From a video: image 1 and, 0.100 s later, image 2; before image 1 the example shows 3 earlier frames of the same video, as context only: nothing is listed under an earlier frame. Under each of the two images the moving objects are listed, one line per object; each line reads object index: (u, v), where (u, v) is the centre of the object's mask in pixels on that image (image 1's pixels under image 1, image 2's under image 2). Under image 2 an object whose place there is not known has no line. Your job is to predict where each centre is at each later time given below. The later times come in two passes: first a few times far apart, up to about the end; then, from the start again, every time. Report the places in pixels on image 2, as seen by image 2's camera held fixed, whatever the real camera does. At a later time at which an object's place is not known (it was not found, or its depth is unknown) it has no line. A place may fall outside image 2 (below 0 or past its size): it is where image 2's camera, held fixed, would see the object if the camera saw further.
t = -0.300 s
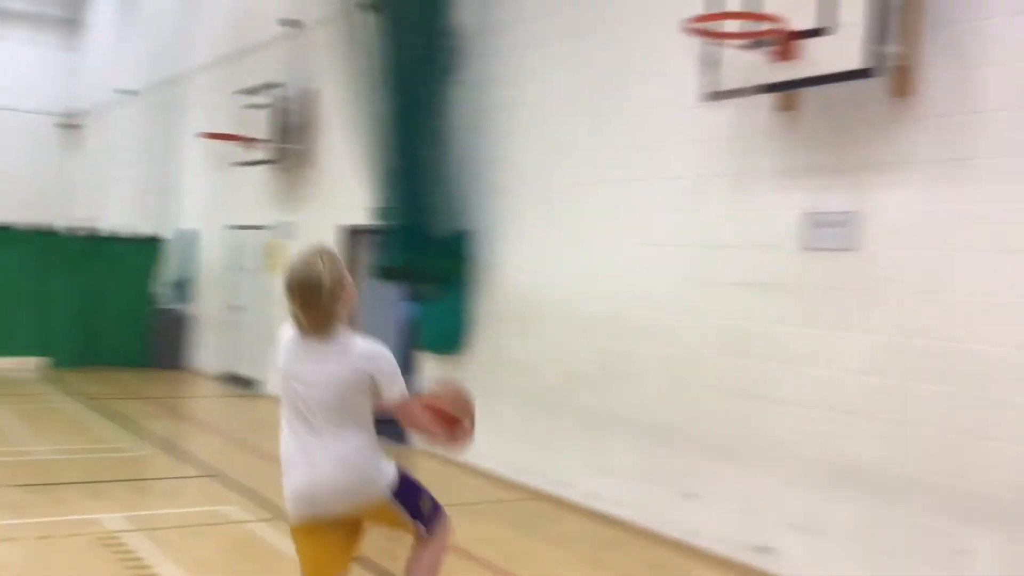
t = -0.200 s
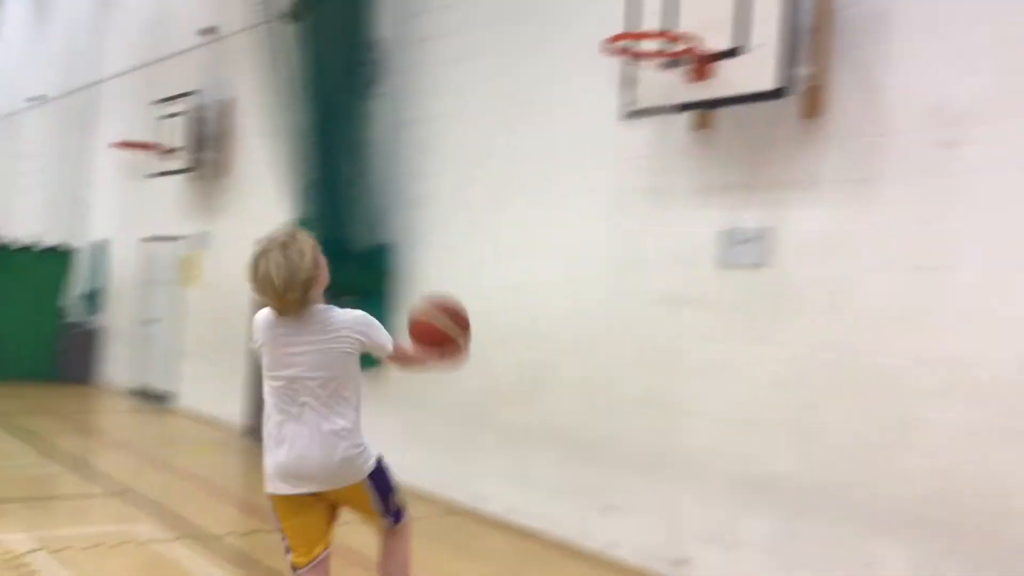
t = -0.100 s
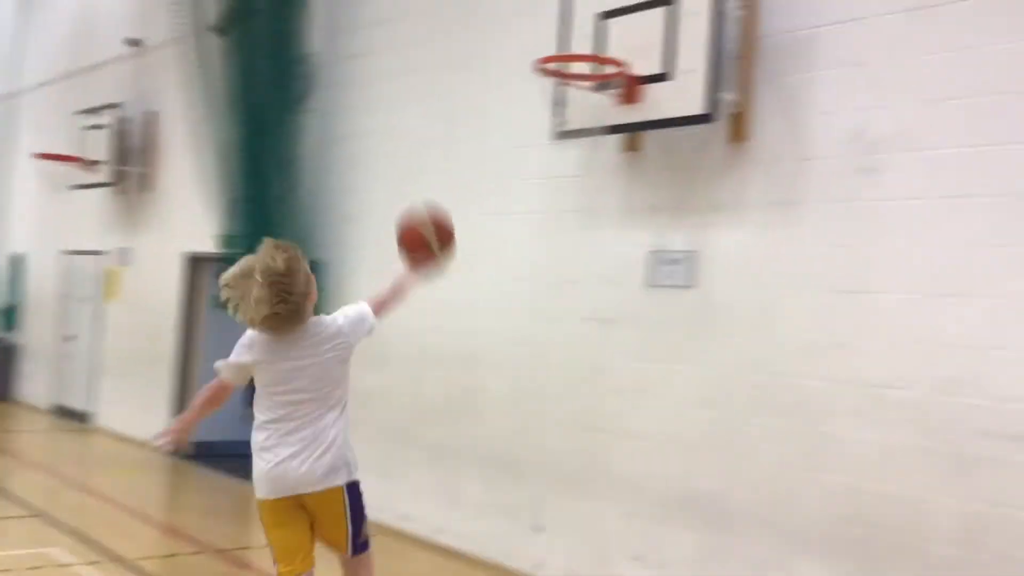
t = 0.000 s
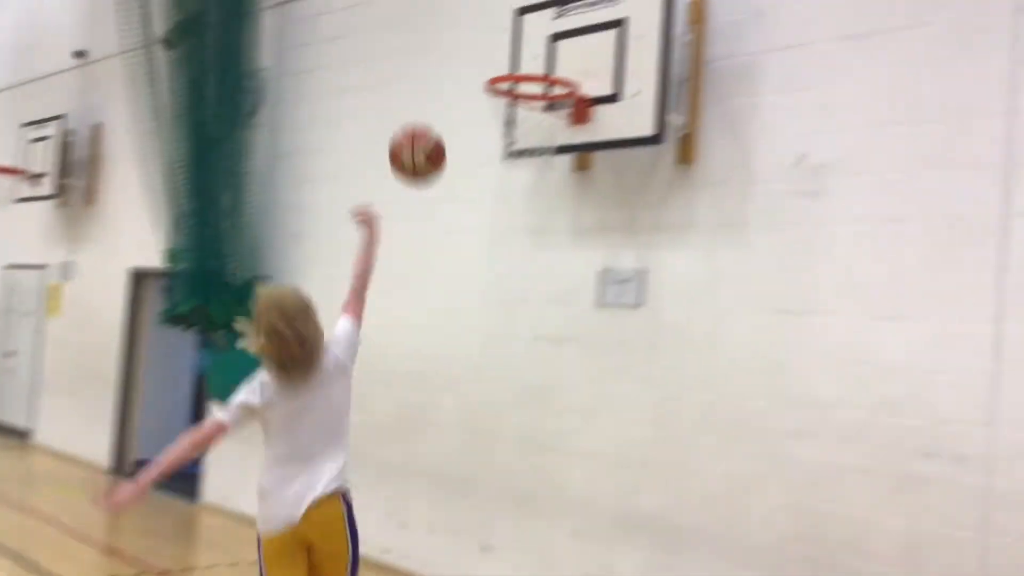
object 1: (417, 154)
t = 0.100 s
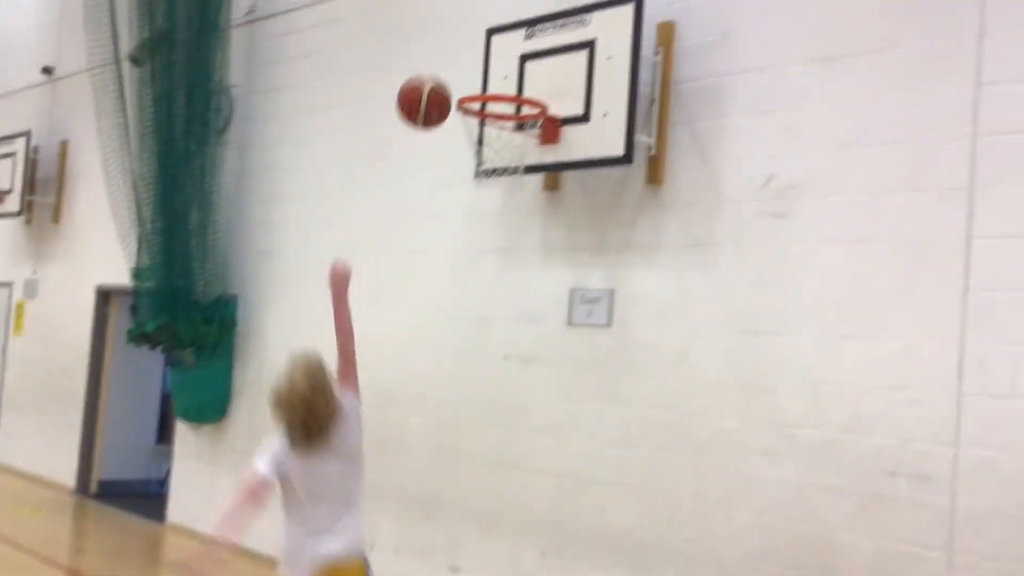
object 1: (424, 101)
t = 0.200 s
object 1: (457, 54)
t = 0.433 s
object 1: (519, 33)
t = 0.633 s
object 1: (560, 84)
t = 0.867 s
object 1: (526, 58)
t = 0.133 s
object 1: (436, 83)
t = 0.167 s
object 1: (446, 67)
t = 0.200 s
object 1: (457, 54)
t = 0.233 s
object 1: (467, 45)
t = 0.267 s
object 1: (477, 37)
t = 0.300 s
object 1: (486, 31)
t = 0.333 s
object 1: (495, 28)
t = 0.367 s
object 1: (503, 28)
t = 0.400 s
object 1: (511, 29)
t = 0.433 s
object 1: (519, 33)
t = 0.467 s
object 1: (526, 38)
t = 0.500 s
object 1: (532, 45)
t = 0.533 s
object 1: (540, 57)
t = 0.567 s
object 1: (545, 68)
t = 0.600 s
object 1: (552, 81)
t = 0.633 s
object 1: (560, 84)
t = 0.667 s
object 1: (569, 81)
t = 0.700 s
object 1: (563, 73)
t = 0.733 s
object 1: (556, 66)
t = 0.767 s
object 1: (549, 61)
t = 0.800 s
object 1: (542, 58)
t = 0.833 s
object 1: (534, 57)
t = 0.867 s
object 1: (526, 58)
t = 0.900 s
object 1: (518, 61)
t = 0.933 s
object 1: (509, 66)
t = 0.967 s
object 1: (501, 73)
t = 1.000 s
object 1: (492, 83)
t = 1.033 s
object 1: (482, 95)
